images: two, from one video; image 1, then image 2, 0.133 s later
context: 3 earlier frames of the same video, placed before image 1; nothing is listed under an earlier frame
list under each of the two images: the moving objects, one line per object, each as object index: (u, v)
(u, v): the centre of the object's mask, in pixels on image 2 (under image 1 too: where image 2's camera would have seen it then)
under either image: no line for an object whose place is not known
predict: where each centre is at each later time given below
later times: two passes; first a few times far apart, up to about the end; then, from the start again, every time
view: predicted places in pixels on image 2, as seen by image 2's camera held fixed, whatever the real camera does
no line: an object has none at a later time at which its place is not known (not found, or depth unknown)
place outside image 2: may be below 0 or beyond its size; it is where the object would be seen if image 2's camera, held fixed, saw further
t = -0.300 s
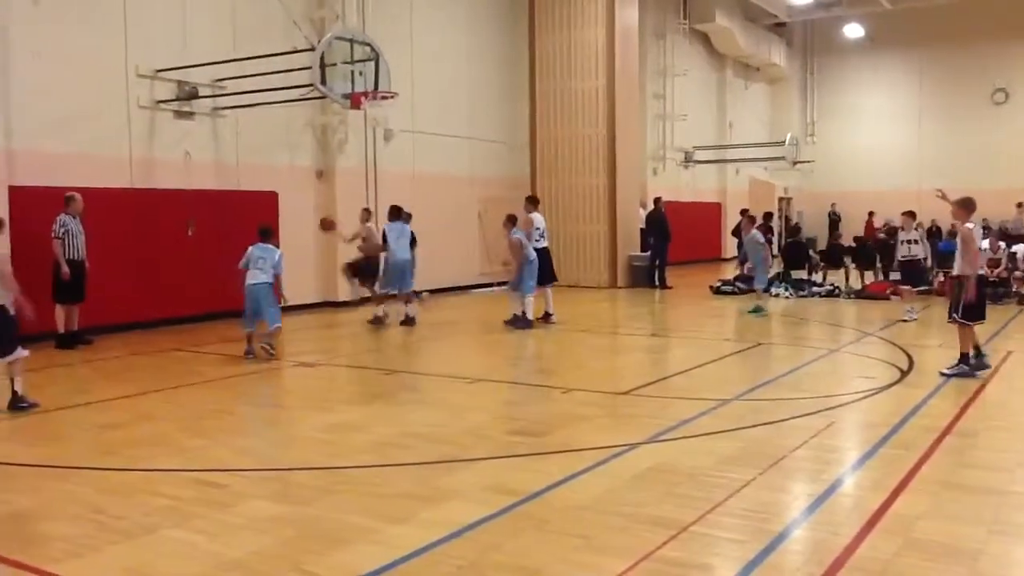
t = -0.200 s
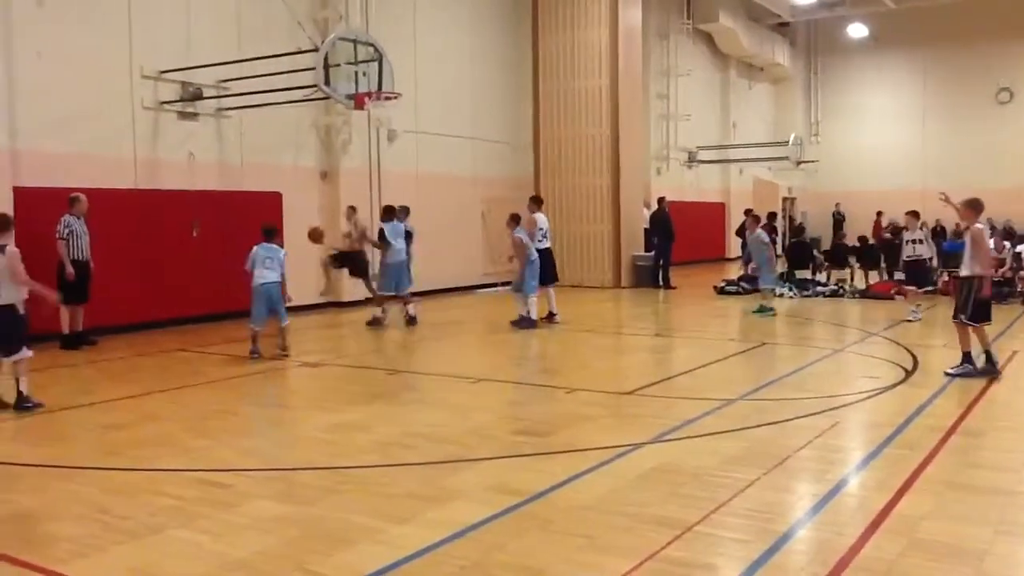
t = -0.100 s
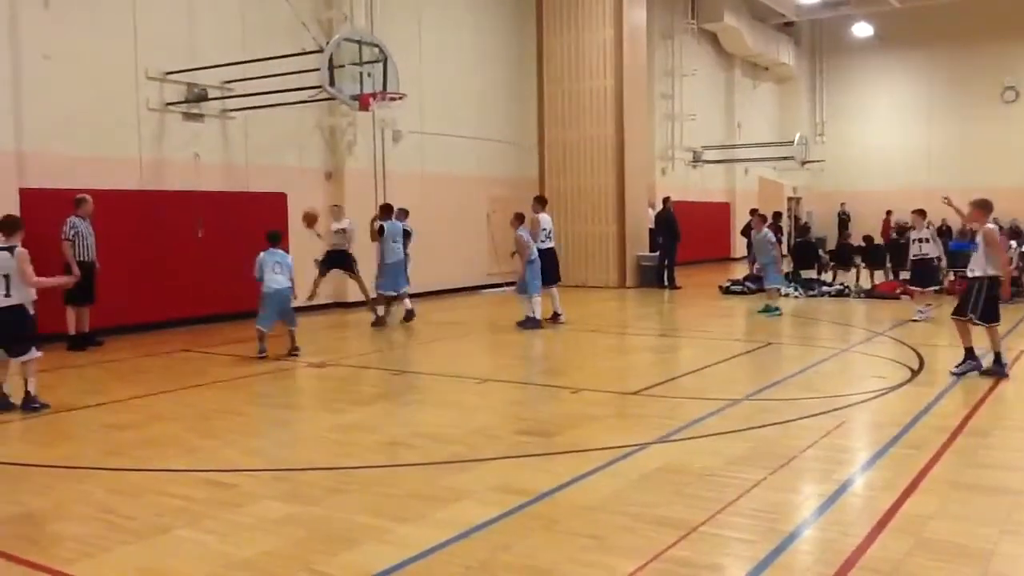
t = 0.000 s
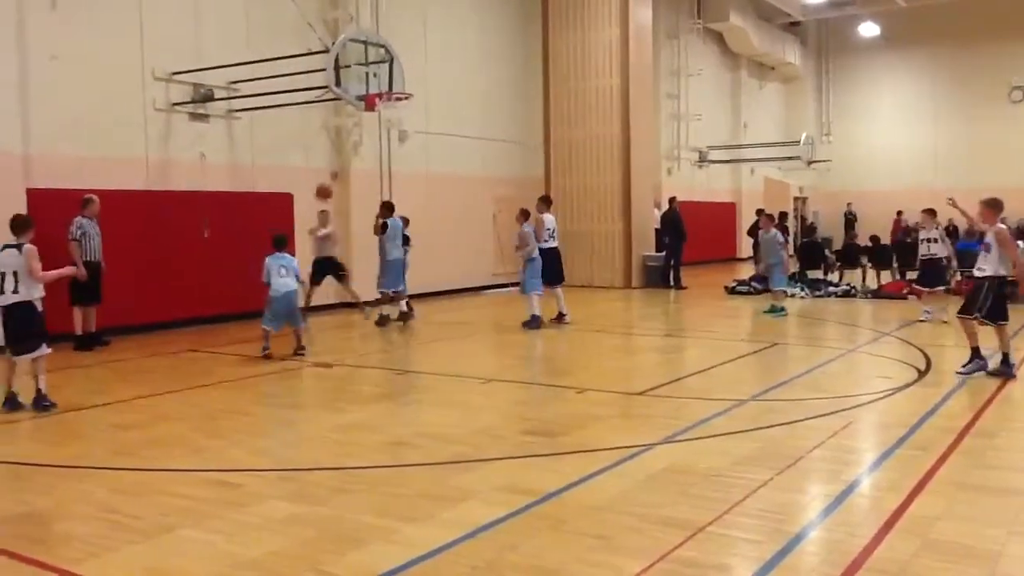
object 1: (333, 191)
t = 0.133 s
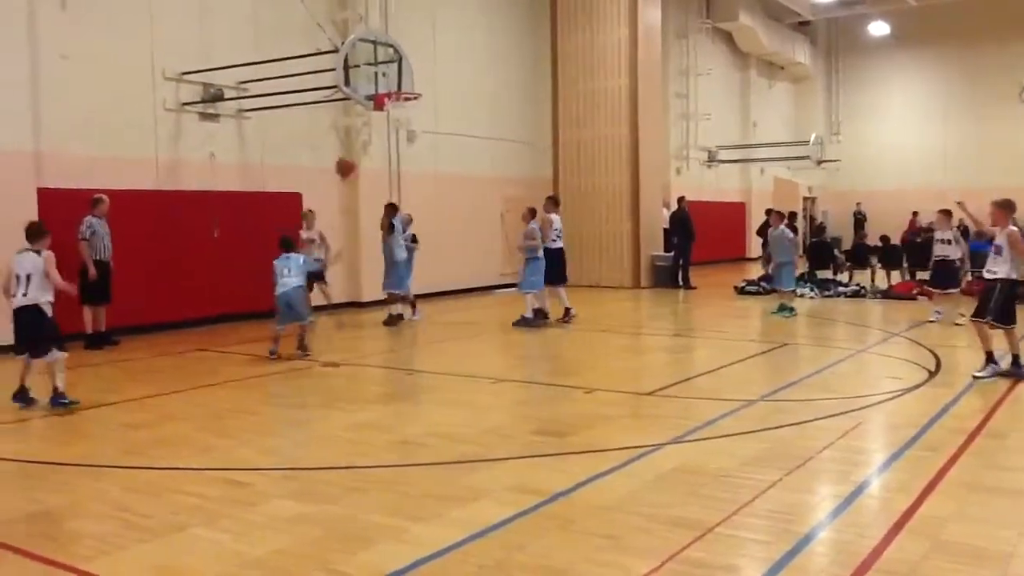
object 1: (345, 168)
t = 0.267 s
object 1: (360, 151)
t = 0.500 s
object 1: (395, 160)
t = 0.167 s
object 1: (348, 161)
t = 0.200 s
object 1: (351, 157)
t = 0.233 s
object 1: (356, 154)
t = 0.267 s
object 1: (360, 151)
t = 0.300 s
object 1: (364, 149)
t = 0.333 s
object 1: (368, 148)
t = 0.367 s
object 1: (373, 148)
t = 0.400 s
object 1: (378, 149)
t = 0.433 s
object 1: (383, 152)
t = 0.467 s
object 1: (389, 155)
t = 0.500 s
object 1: (395, 160)
